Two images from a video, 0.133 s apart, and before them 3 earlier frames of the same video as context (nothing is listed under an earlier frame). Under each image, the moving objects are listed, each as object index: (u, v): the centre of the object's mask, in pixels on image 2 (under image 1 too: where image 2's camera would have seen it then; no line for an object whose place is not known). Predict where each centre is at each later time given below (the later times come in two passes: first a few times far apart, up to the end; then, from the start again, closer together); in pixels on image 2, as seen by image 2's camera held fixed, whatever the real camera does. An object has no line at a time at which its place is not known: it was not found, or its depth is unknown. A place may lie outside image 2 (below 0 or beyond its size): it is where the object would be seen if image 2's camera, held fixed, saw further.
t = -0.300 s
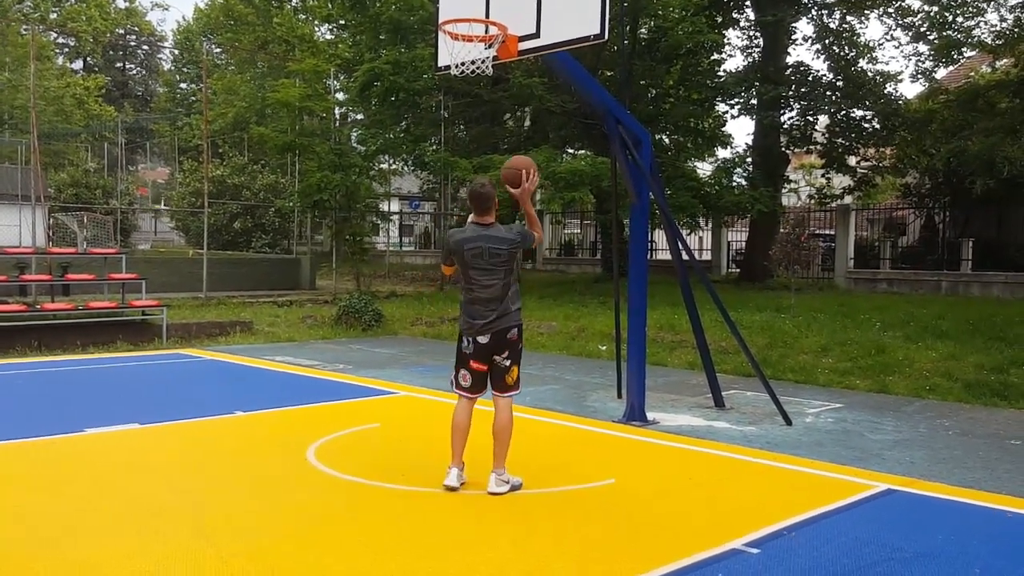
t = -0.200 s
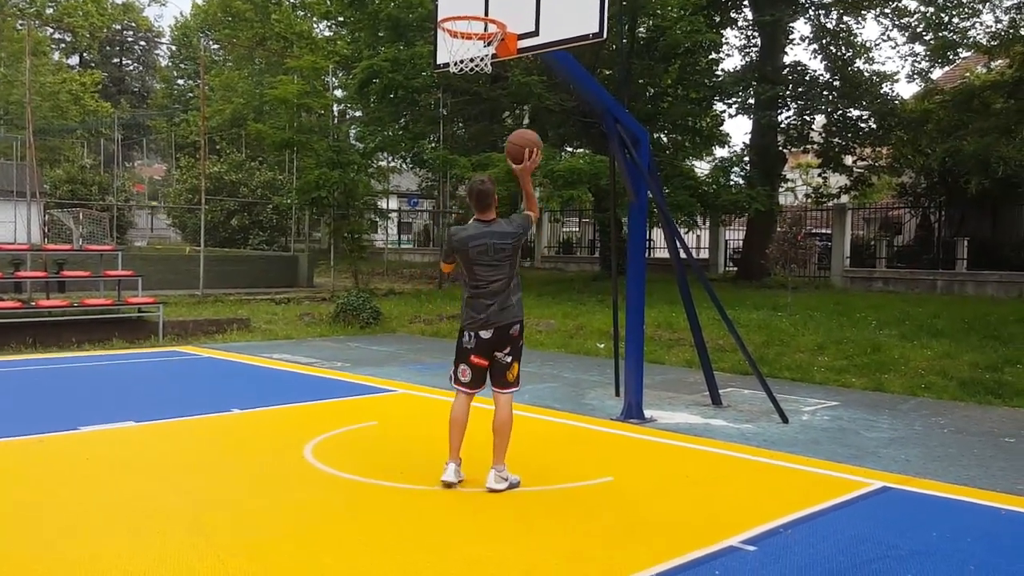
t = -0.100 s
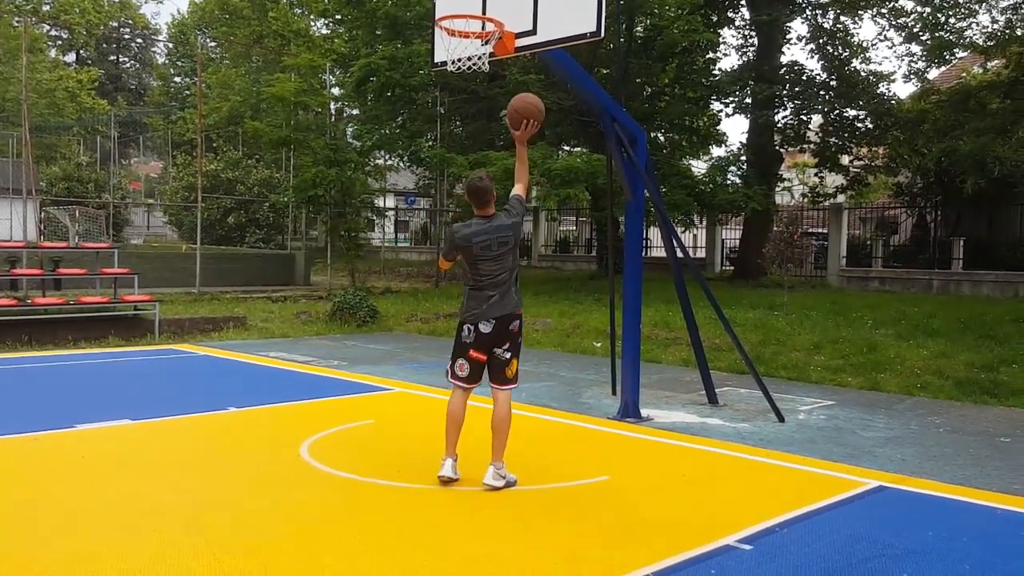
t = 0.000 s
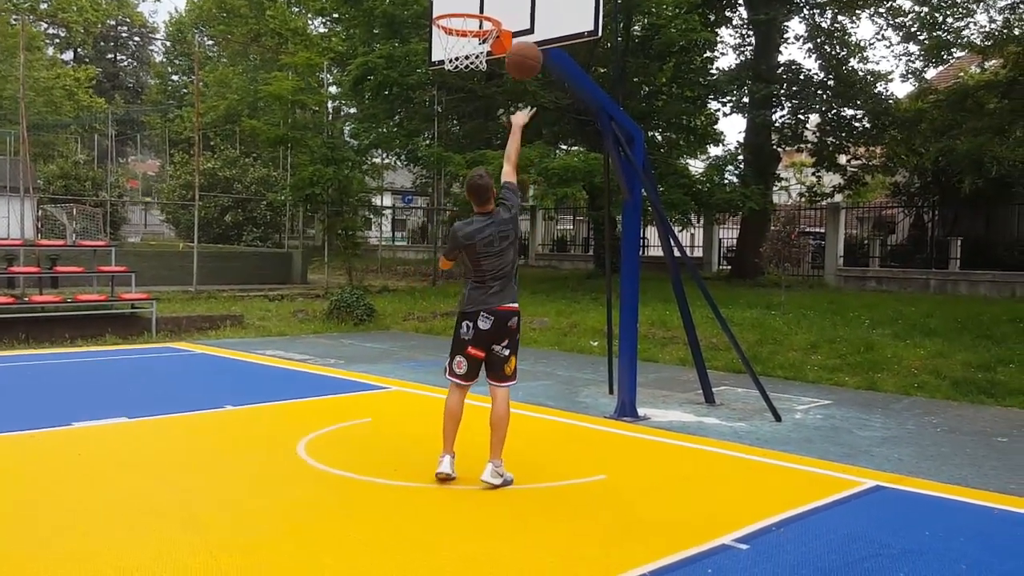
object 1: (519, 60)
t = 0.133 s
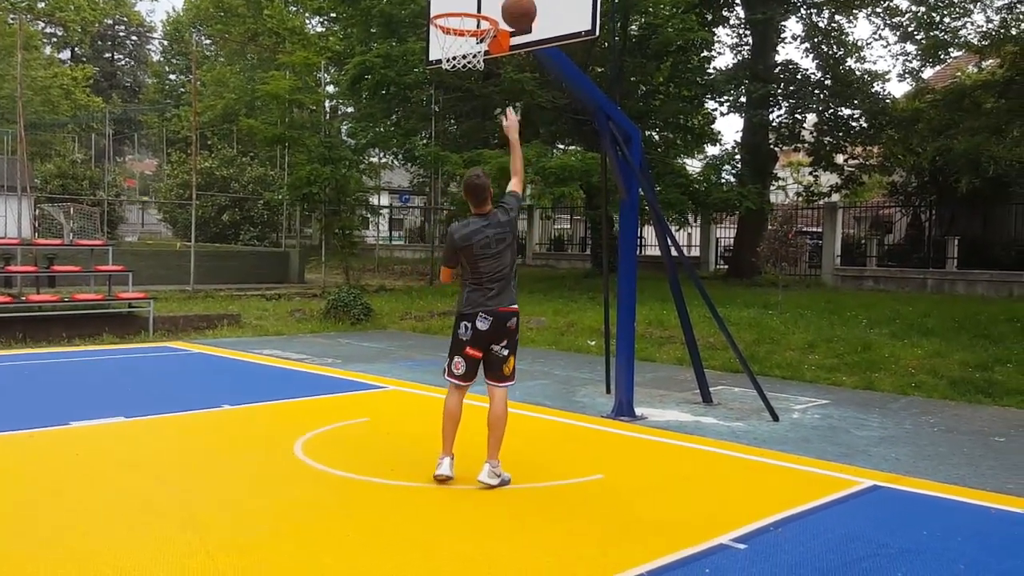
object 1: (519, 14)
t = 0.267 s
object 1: (517, 3)
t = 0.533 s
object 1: (467, 28)
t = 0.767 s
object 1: (425, 107)
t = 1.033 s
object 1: (379, 282)
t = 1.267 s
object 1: (352, 383)
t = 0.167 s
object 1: (518, 9)
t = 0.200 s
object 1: (518, 6)
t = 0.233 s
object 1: (517, 4)
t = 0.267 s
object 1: (517, 3)
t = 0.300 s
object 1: (515, 2)
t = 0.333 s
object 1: (514, 2)
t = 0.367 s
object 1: (506, 3)
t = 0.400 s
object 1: (498, 4)
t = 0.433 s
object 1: (491, 5)
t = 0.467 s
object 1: (483, 4)
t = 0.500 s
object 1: (476, 14)
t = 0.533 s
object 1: (467, 28)
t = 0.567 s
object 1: (460, 34)
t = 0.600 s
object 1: (452, 45)
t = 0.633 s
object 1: (450, 66)
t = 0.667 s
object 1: (441, 67)
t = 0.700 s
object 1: (436, 80)
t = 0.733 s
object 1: (430, 92)
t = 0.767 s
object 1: (425, 107)
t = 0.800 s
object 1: (420, 124)
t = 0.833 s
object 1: (415, 141)
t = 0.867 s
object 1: (409, 161)
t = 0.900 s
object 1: (403, 183)
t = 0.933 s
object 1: (397, 205)
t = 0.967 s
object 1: (391, 230)
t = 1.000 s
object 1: (384, 256)
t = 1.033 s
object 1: (379, 282)
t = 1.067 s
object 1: (372, 311)
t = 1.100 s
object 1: (368, 341)
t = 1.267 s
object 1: (352, 383)
